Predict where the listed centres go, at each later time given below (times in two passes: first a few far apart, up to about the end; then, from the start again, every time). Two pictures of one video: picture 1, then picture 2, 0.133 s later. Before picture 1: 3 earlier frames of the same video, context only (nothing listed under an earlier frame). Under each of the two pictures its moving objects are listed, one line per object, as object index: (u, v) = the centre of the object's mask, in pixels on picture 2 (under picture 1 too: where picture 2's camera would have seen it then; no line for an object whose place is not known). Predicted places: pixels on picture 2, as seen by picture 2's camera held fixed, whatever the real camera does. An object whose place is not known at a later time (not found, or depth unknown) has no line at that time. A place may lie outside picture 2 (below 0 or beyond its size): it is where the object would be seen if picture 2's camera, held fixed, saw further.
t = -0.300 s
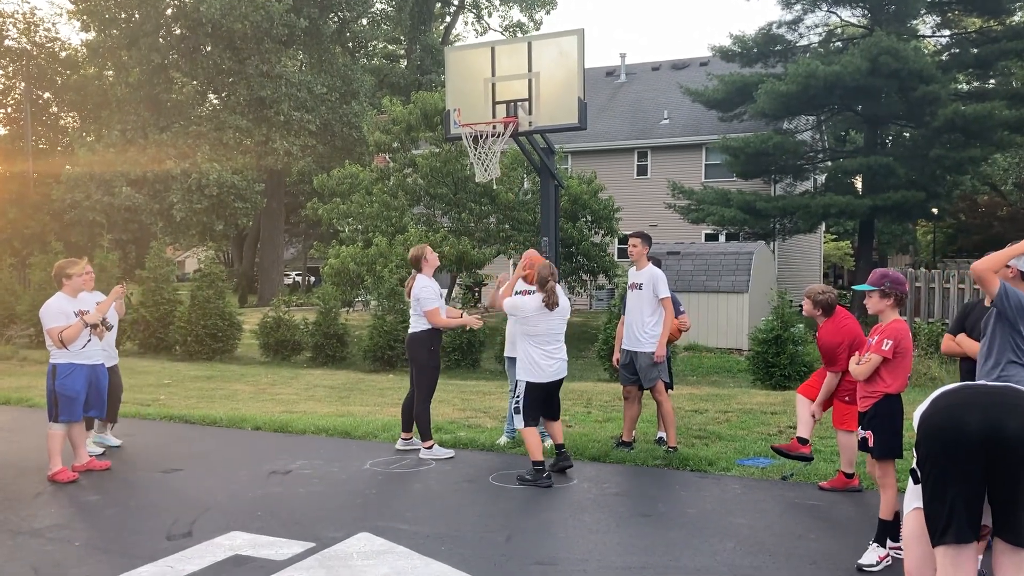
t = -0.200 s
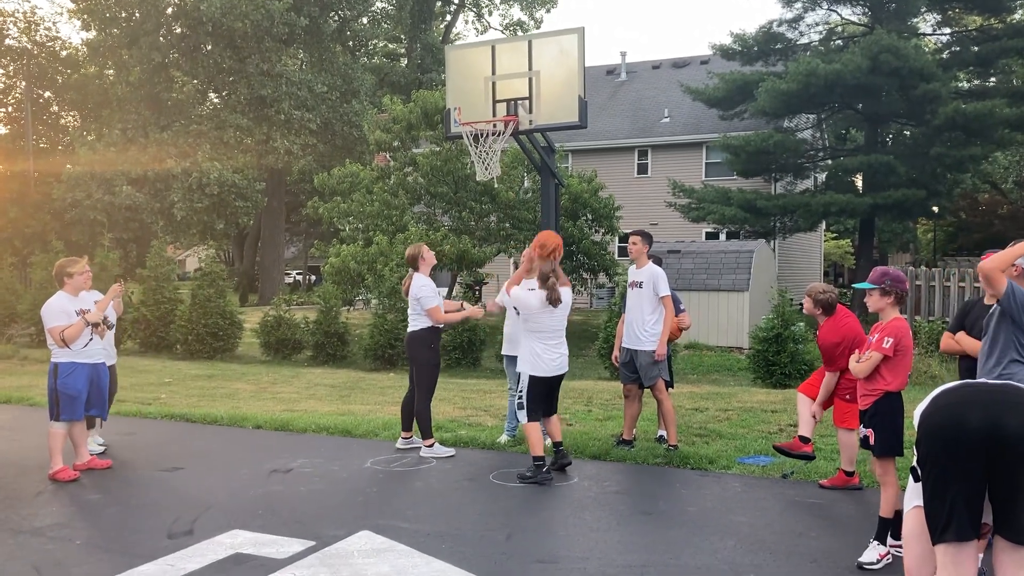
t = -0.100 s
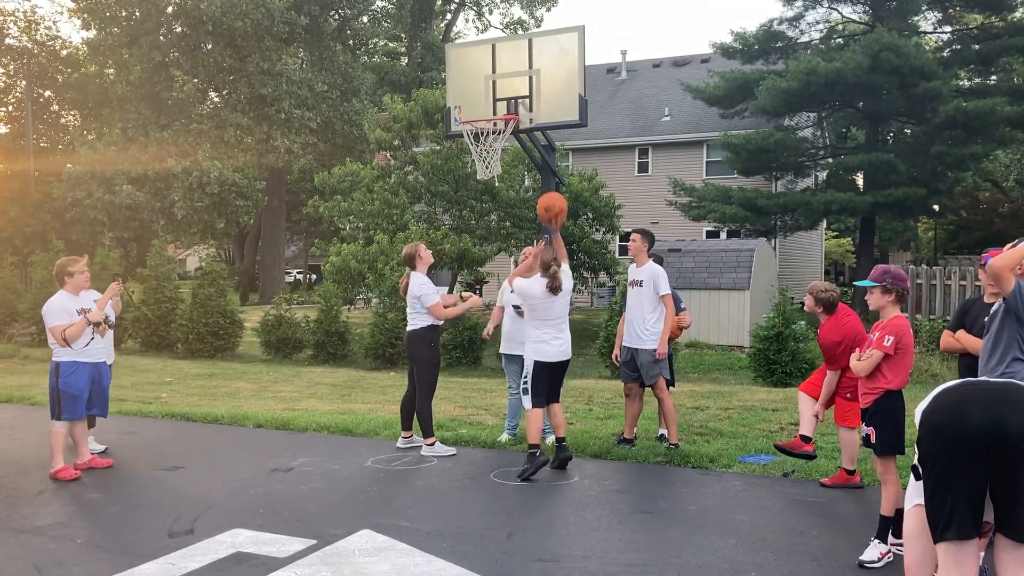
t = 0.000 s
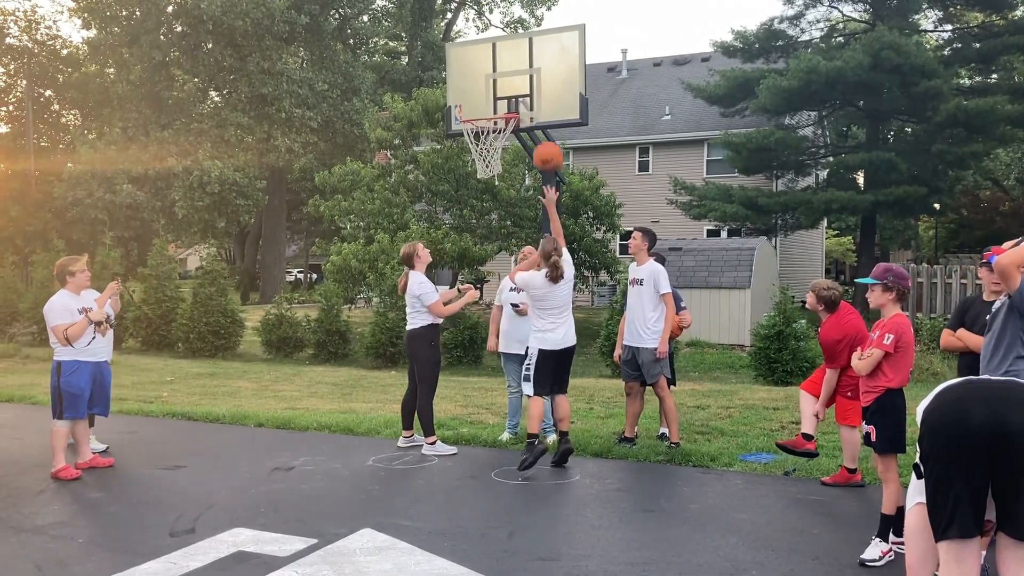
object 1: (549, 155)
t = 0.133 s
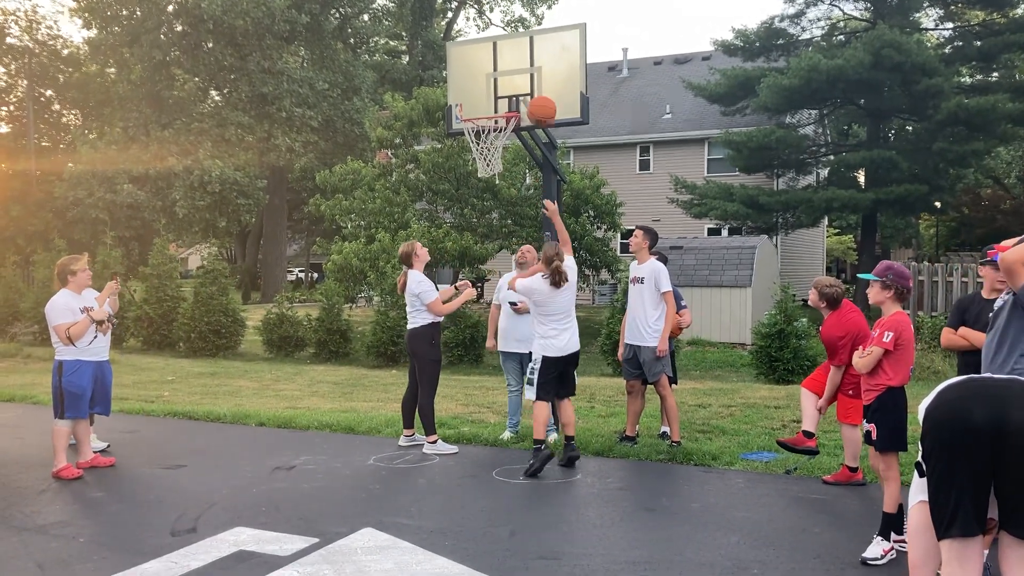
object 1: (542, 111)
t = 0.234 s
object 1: (536, 93)
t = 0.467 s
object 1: (512, 96)
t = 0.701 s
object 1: (486, 146)
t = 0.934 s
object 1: (478, 166)
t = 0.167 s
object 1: (539, 103)
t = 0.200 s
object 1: (538, 97)
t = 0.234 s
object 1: (536, 93)
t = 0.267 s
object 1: (534, 89)
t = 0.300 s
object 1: (533, 88)
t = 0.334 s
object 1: (531, 87)
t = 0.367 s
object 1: (526, 87)
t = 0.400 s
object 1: (521, 89)
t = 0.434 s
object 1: (517, 92)
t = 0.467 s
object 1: (512, 96)
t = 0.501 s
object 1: (507, 101)
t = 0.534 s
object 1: (503, 105)
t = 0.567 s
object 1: (498, 116)
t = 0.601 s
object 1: (493, 127)
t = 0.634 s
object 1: (489, 136)
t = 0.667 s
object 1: (487, 141)
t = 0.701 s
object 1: (486, 146)
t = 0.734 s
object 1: (484, 147)
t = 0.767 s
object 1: (484, 150)
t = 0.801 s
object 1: (481, 152)
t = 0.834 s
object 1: (480, 155)
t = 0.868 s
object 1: (480, 157)
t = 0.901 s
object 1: (477, 161)
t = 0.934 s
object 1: (478, 166)
